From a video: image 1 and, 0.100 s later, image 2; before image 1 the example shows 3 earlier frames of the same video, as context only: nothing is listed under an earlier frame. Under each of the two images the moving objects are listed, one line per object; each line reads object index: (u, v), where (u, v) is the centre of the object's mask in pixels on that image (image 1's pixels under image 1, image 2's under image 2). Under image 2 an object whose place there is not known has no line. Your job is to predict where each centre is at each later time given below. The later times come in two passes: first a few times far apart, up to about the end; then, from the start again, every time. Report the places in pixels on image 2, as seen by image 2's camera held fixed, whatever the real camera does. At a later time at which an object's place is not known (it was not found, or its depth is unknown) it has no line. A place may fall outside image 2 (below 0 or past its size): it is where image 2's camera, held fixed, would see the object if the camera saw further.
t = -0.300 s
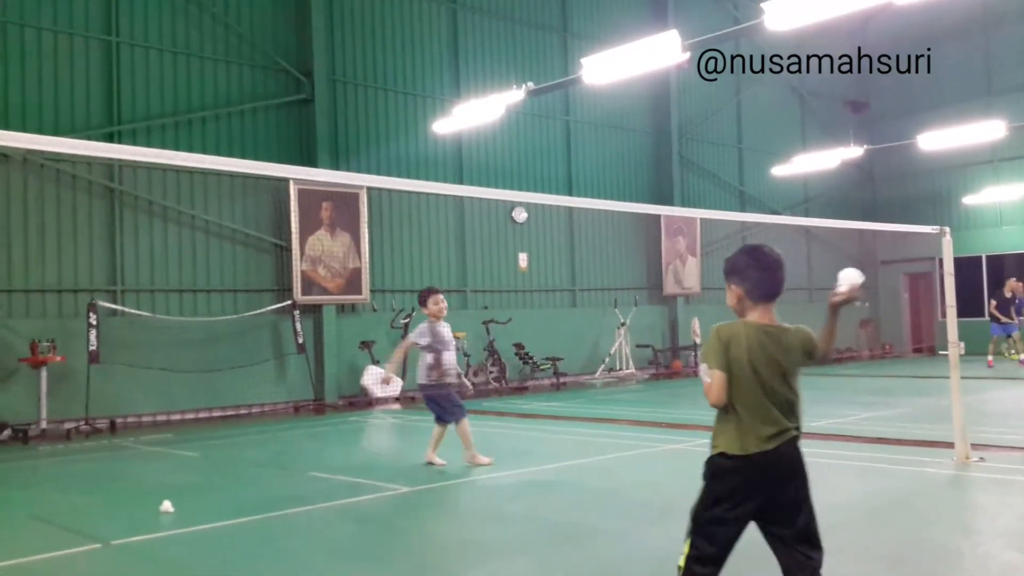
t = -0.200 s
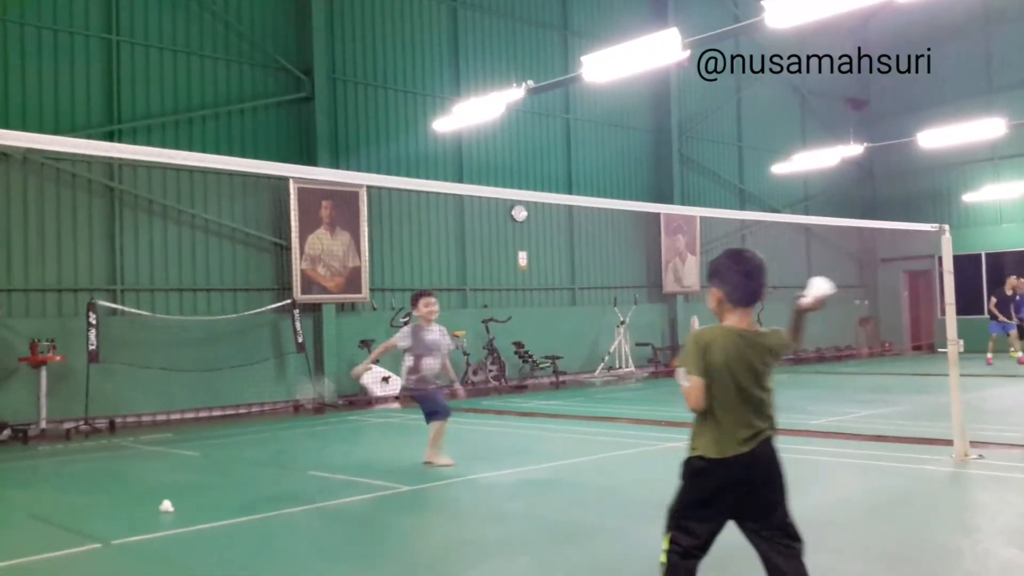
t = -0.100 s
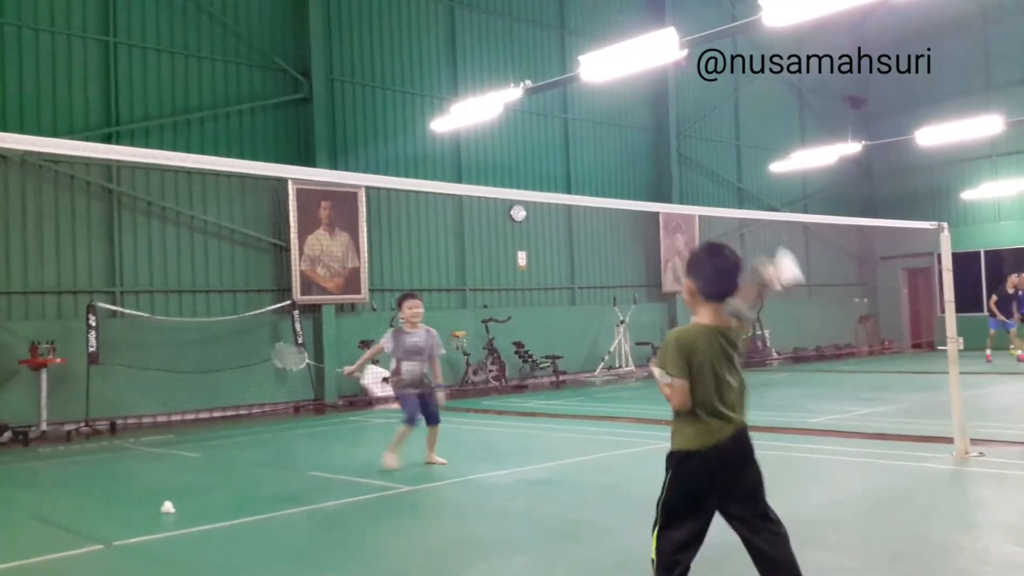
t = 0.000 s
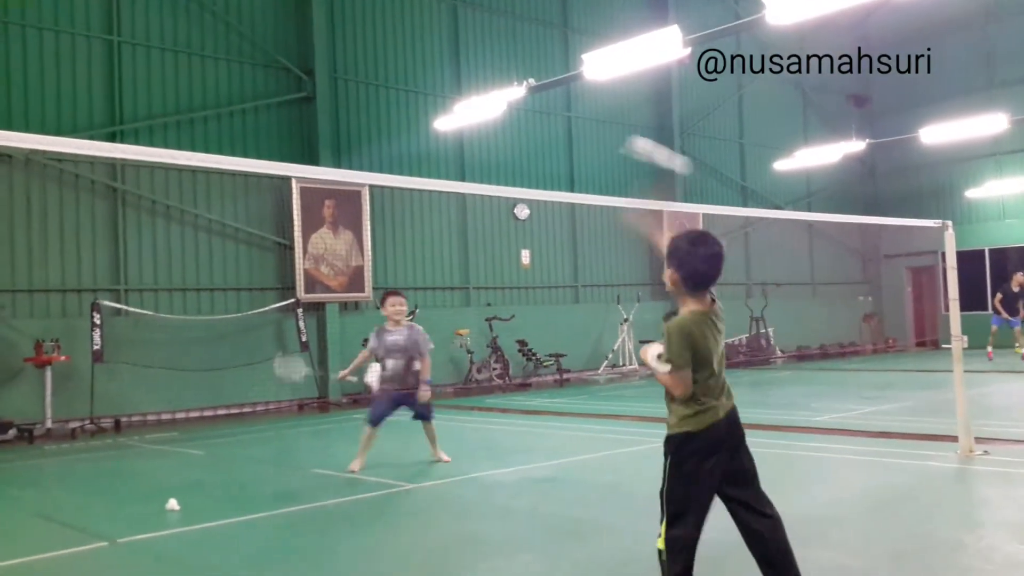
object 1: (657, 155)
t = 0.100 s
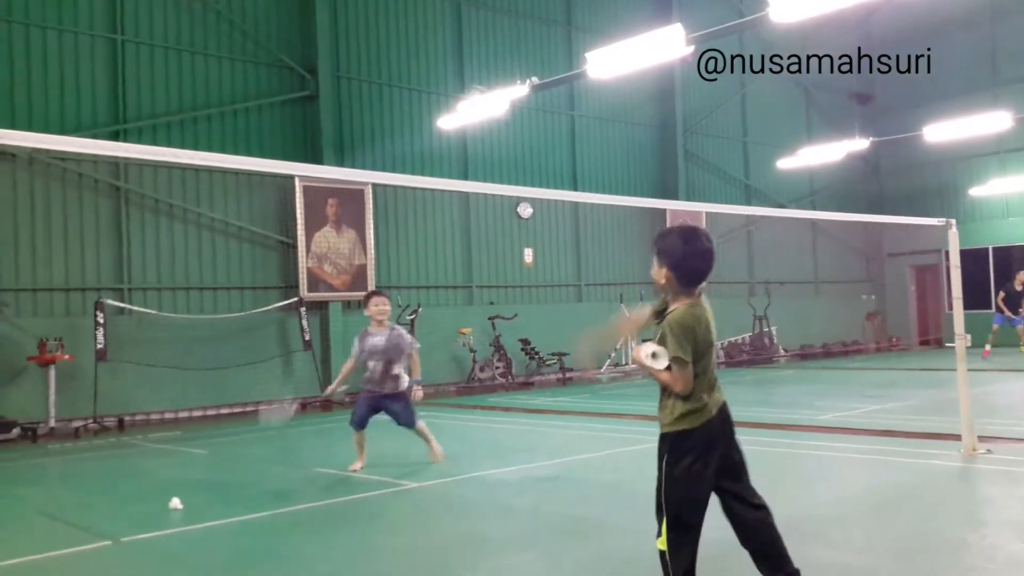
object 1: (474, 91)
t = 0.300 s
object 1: (310, 69)
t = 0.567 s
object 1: (164, 171)
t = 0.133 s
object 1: (447, 88)
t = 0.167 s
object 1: (416, 77)
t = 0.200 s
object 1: (385, 65)
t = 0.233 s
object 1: (357, 61)
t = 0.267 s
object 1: (332, 63)
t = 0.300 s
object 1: (310, 69)
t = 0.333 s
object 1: (289, 77)
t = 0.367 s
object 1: (269, 89)
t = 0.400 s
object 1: (250, 100)
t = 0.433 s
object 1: (230, 113)
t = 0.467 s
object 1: (212, 125)
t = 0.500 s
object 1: (196, 137)
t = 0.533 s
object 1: (184, 146)
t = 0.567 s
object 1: (164, 171)
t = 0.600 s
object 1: (152, 187)
